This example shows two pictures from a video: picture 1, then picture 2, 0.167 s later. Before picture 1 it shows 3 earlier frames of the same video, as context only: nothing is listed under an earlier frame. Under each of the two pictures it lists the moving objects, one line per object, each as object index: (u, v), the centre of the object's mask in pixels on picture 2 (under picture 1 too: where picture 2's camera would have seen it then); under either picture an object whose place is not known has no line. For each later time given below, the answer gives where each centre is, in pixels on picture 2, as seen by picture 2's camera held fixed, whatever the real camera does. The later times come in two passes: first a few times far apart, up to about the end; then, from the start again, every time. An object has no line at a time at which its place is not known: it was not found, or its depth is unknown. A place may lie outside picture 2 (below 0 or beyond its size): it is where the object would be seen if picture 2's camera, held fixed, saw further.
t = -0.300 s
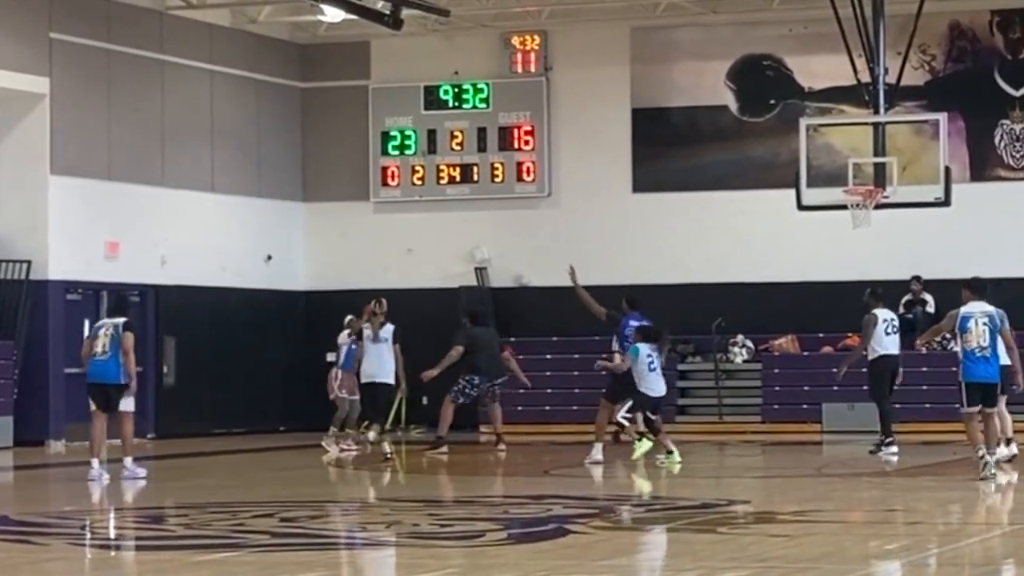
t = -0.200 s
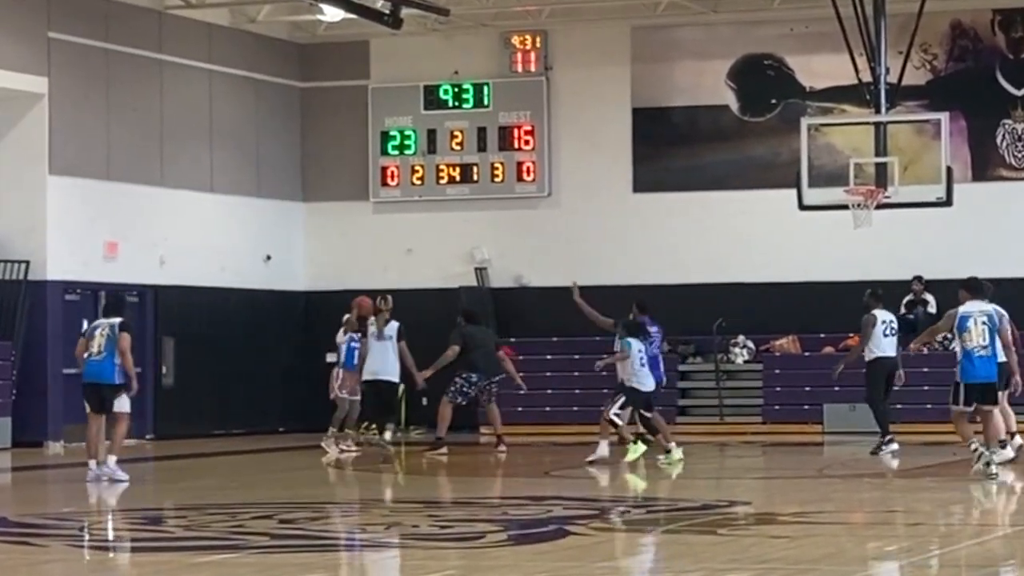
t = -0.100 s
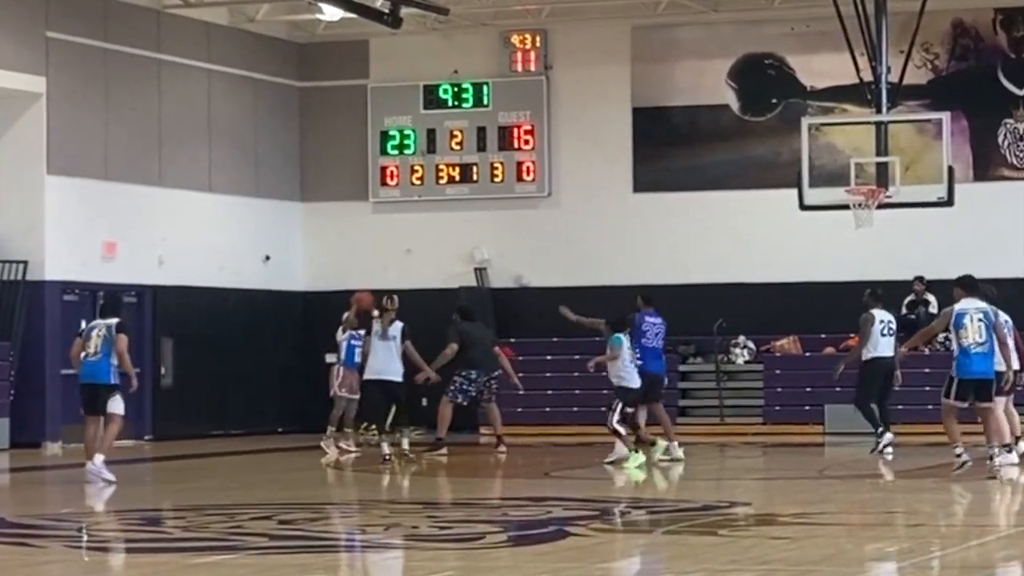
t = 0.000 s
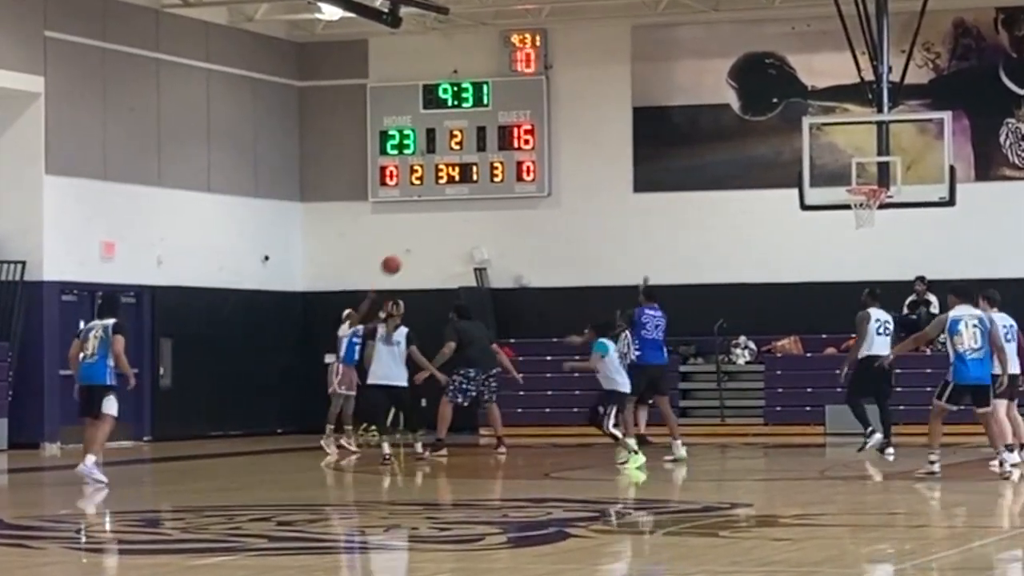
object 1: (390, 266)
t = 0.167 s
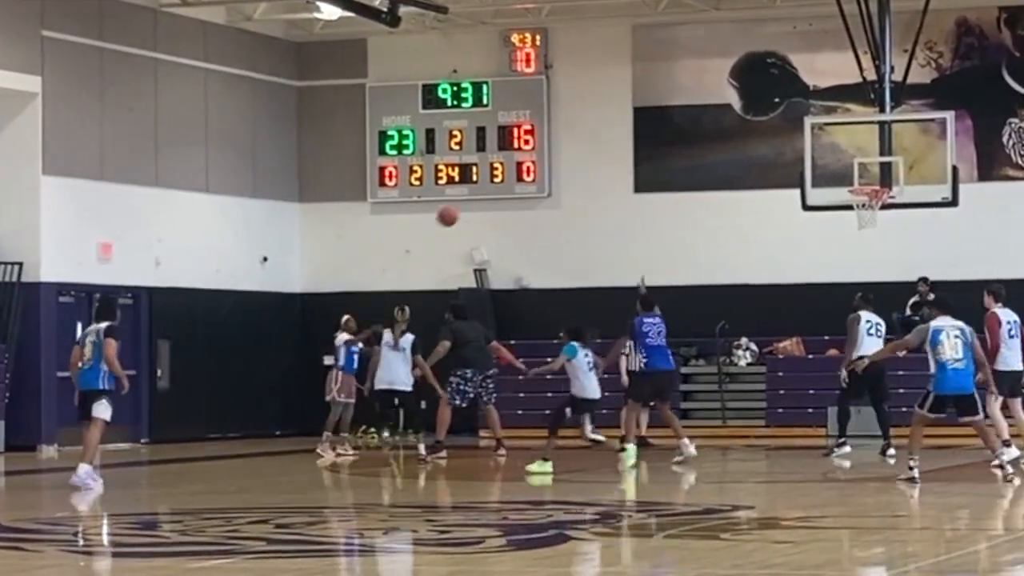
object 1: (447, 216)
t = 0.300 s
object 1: (493, 194)
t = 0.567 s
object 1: (591, 191)
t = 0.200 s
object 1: (458, 210)
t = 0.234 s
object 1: (470, 203)
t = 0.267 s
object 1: (482, 199)
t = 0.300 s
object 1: (493, 194)
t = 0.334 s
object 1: (506, 191)
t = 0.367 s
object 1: (517, 188)
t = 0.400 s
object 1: (530, 186)
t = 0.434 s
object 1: (542, 186)
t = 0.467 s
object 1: (555, 186)
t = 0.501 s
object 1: (566, 186)
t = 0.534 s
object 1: (579, 188)
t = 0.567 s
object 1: (591, 191)
